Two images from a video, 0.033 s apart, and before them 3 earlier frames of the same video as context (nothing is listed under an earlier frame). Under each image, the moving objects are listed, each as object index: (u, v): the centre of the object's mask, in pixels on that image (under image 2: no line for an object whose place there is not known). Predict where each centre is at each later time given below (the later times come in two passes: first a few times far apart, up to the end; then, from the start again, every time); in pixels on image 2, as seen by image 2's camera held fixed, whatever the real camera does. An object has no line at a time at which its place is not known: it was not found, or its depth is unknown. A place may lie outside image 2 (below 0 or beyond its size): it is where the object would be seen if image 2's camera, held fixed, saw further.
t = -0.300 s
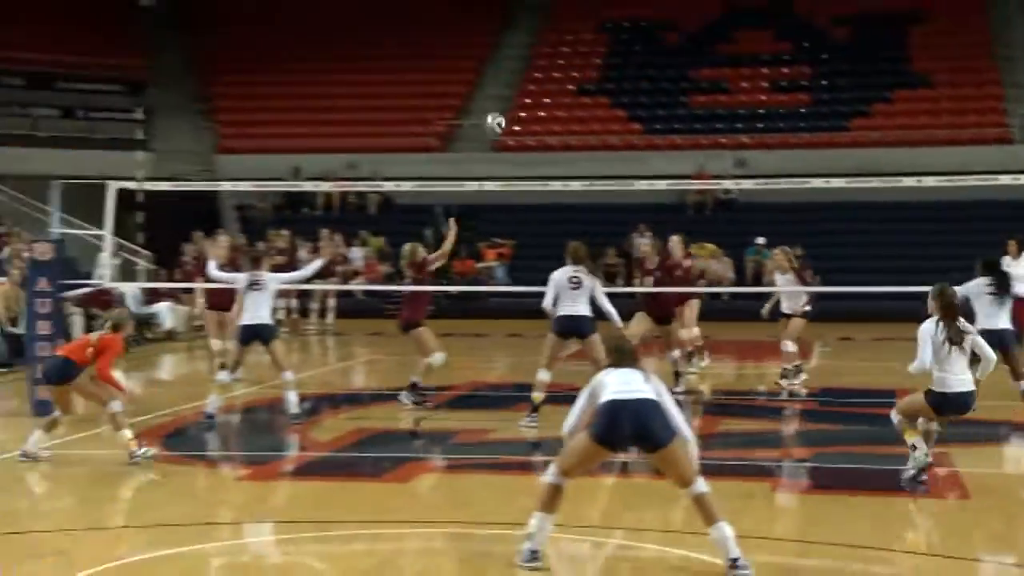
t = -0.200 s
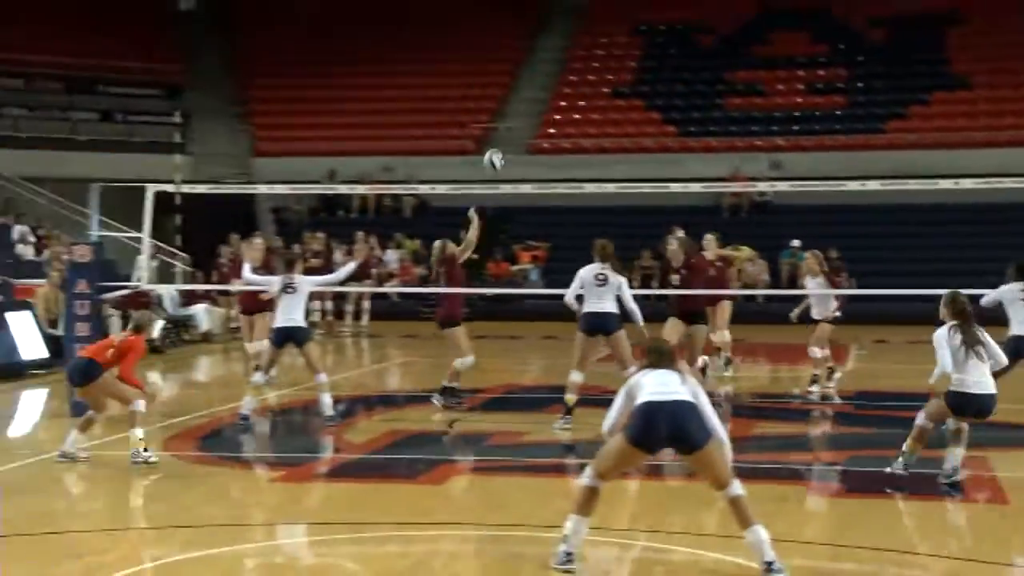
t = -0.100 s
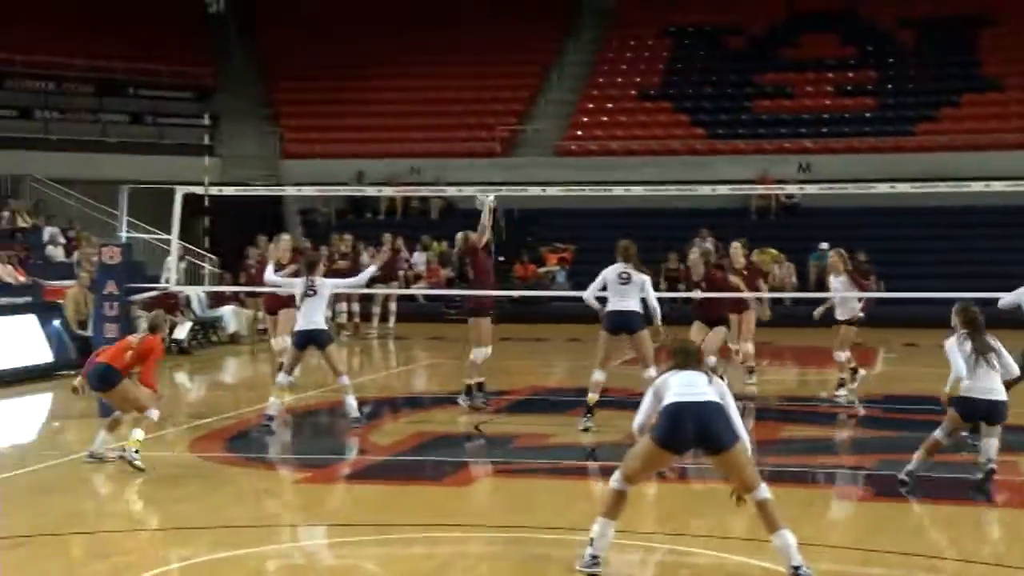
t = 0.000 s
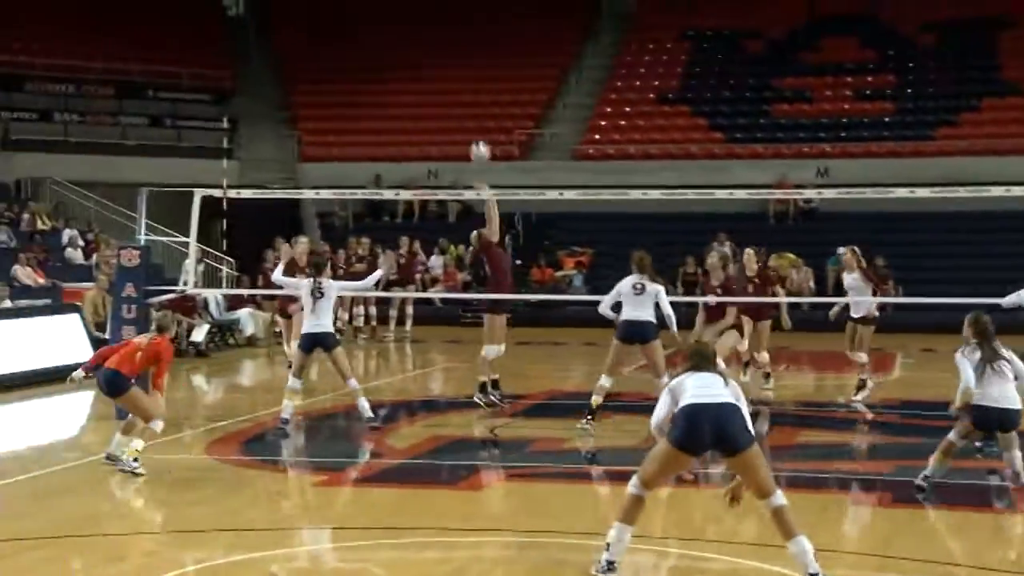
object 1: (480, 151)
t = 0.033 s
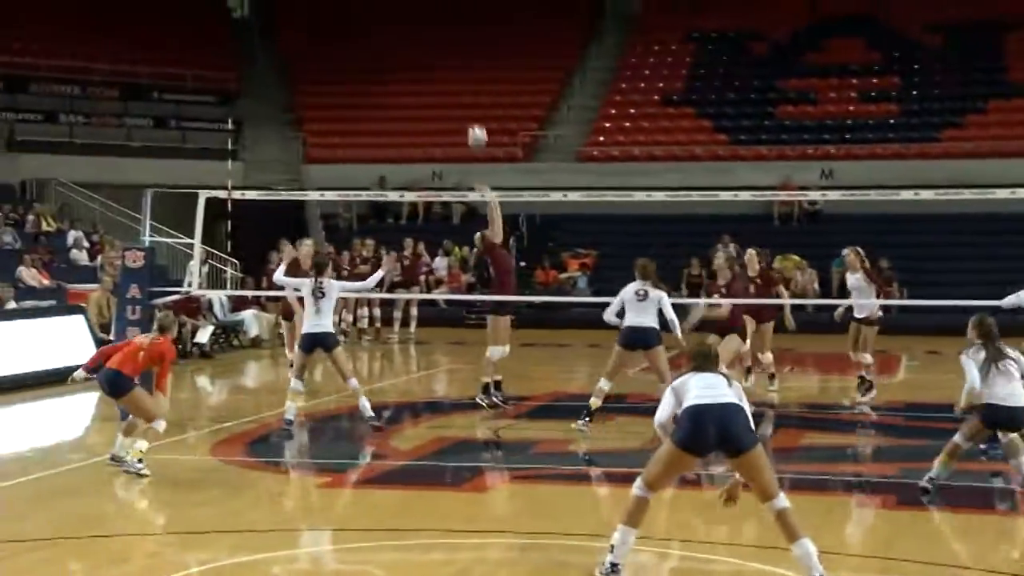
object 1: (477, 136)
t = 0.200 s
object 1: (440, 62)
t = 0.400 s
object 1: (398, 9)
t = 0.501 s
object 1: (377, -4)
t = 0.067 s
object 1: (469, 119)
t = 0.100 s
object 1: (462, 103)
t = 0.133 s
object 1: (455, 88)
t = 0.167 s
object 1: (447, 74)
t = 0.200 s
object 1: (440, 62)
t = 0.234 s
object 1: (432, 50)
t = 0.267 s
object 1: (426, 40)
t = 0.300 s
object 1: (419, 30)
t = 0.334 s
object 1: (412, 22)
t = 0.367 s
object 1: (405, 15)
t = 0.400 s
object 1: (398, 9)
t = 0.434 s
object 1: (391, 3)
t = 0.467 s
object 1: (384, -1)
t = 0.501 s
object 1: (377, -4)
